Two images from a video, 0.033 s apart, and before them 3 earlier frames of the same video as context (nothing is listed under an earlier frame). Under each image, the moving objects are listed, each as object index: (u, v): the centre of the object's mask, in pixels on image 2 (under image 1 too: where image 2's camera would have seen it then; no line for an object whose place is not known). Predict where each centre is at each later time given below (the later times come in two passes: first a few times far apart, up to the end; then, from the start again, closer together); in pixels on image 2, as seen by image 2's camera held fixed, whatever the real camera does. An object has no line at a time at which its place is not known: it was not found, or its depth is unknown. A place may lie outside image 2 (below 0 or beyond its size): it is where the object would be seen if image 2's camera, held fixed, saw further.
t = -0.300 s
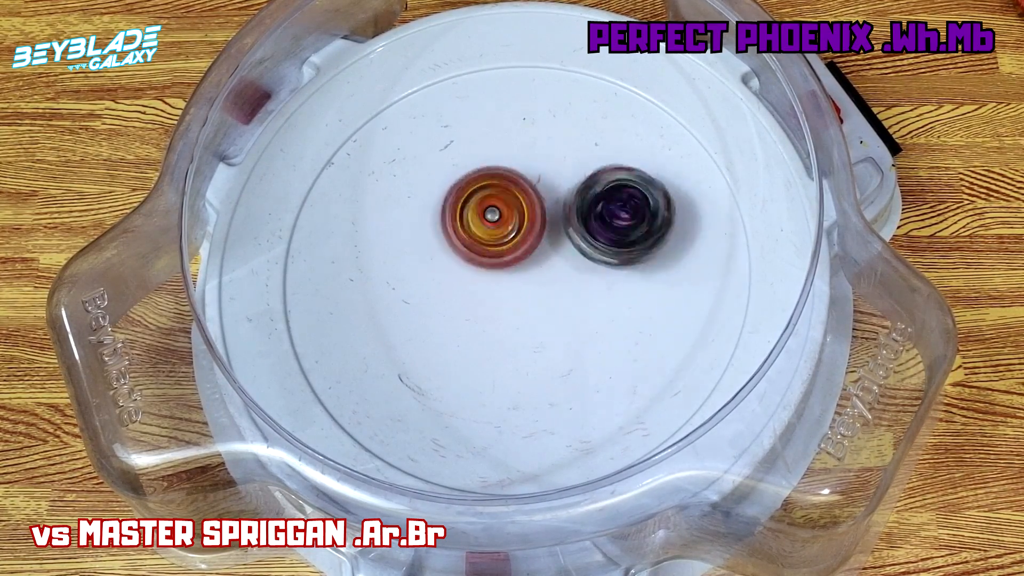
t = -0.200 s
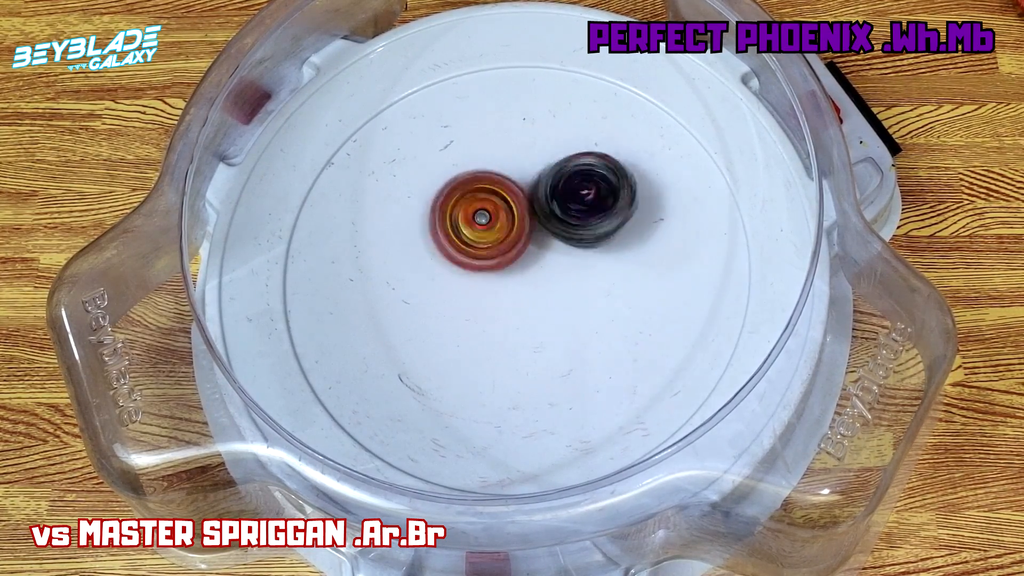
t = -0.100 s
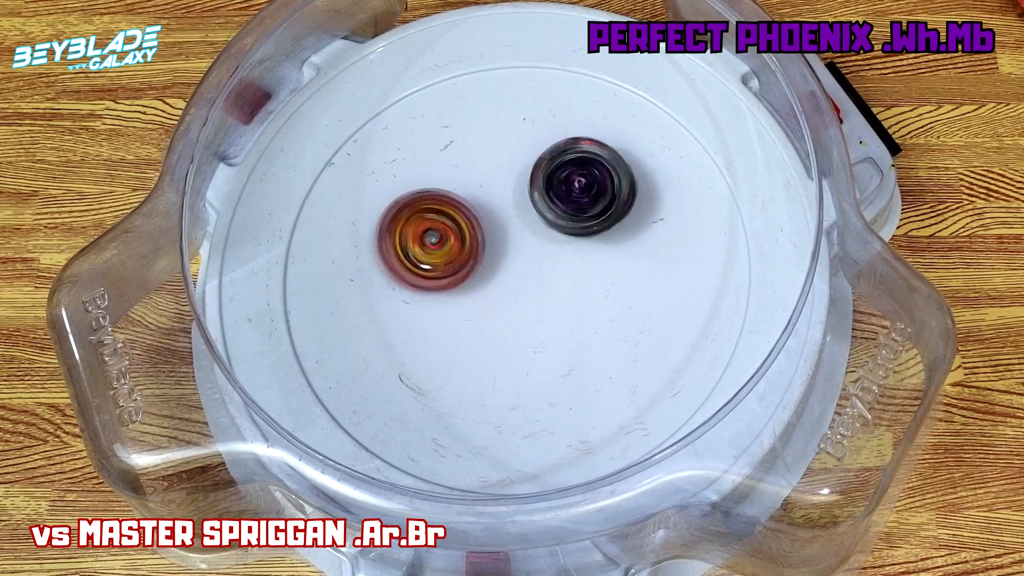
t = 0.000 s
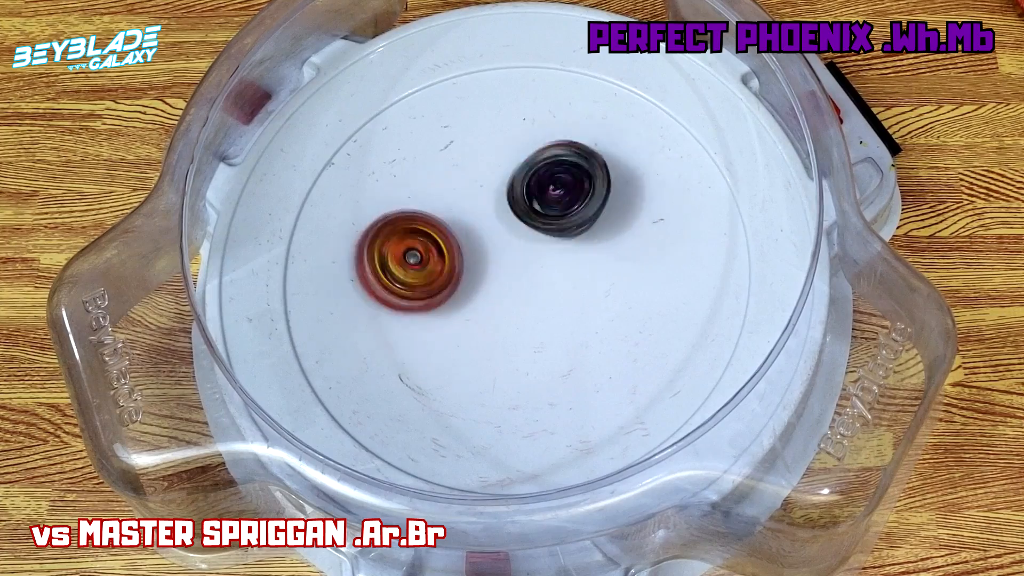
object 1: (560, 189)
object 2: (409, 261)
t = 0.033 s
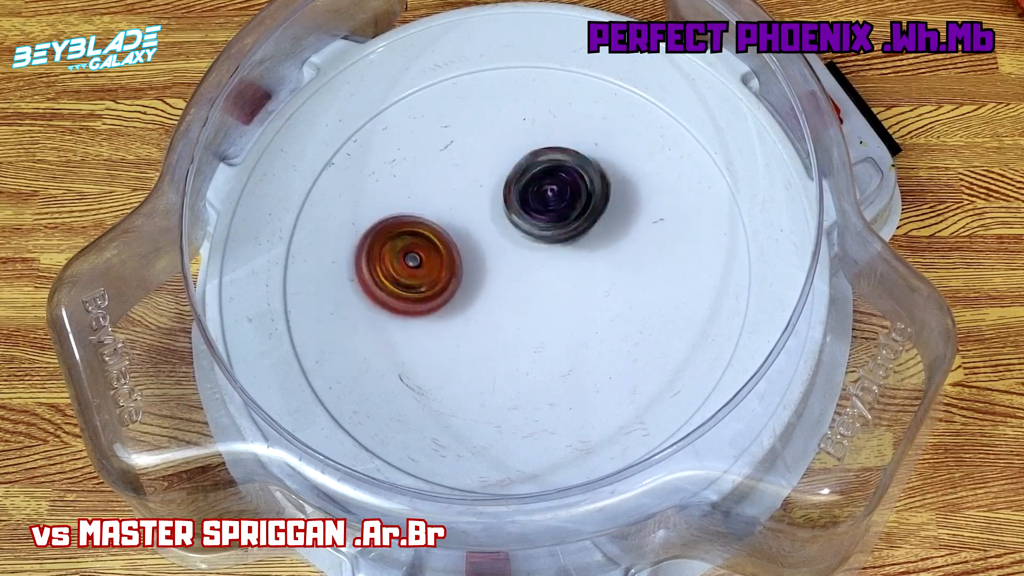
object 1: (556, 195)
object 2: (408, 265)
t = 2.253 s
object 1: (435, 282)
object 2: (534, 271)
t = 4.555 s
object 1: (441, 271)
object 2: (544, 284)
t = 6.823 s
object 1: (488, 338)
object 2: (558, 281)
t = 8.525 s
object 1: (488, 339)
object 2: (558, 281)
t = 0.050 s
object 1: (553, 198)
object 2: (408, 267)
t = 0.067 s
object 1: (550, 202)
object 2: (408, 269)
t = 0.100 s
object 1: (541, 209)
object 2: (409, 273)
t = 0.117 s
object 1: (540, 212)
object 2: (410, 275)
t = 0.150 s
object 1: (535, 223)
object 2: (412, 278)
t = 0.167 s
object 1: (529, 229)
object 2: (414, 280)
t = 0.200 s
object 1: (526, 236)
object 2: (417, 283)
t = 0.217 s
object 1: (525, 241)
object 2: (420, 285)
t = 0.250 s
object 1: (520, 252)
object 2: (425, 288)
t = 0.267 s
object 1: (521, 256)
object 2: (426, 289)
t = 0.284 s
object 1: (525, 260)
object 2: (424, 290)
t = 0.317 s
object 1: (528, 269)
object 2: (426, 291)
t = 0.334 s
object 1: (532, 270)
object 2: (427, 291)
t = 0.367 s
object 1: (542, 272)
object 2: (430, 291)
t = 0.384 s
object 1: (548, 273)
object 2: (434, 291)
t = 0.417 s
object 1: (556, 278)
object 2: (442, 292)
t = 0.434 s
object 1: (558, 281)
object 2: (447, 292)
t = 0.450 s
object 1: (561, 281)
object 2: (451, 293)
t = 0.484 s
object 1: (569, 278)
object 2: (462, 295)
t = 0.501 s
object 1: (574, 277)
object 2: (468, 295)
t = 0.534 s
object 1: (581, 280)
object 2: (479, 298)
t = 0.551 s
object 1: (584, 280)
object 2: (481, 299)
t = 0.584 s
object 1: (591, 279)
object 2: (487, 301)
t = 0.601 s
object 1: (593, 281)
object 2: (490, 301)
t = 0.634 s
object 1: (597, 278)
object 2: (494, 300)
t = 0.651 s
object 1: (600, 276)
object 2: (496, 300)
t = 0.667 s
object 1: (603, 276)
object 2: (498, 300)
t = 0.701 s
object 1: (606, 274)
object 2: (502, 300)
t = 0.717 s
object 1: (611, 271)
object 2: (502, 299)
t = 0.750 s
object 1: (620, 265)
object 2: (502, 298)
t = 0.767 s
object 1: (622, 261)
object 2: (503, 298)
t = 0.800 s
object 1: (626, 253)
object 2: (504, 298)
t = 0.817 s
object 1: (628, 250)
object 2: (505, 297)
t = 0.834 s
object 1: (630, 247)
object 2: (506, 297)
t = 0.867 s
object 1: (627, 242)
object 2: (509, 295)
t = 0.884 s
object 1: (624, 238)
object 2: (511, 294)
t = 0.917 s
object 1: (621, 232)
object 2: (514, 292)
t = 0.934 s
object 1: (621, 229)
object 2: (516, 290)
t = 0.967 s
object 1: (615, 224)
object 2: (520, 287)
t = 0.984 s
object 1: (609, 222)
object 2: (521, 285)
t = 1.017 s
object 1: (602, 217)
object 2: (522, 283)
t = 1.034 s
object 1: (602, 213)
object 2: (522, 284)
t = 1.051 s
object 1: (600, 211)
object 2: (520, 286)
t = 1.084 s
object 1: (594, 207)
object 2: (521, 288)
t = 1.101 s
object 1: (589, 205)
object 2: (520, 288)
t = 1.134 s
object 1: (579, 202)
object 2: (518, 289)
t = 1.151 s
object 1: (575, 200)
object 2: (518, 290)
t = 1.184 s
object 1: (567, 194)
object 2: (518, 291)
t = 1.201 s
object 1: (563, 193)
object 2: (517, 292)
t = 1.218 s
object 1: (558, 192)
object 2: (518, 292)
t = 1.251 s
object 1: (545, 192)
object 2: (518, 293)
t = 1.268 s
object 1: (540, 191)
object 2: (517, 293)
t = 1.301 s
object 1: (531, 192)
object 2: (518, 293)
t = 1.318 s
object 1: (526, 194)
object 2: (517, 293)
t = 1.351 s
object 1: (513, 194)
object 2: (518, 297)
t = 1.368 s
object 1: (508, 194)
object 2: (519, 299)
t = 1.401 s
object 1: (501, 197)
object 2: (520, 302)
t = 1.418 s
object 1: (497, 200)
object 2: (521, 302)
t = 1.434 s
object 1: (492, 204)
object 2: (522, 301)
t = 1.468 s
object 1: (479, 205)
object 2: (525, 302)
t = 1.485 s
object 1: (475, 206)
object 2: (526, 303)
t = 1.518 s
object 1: (468, 210)
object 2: (528, 302)
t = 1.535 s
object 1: (463, 212)
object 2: (528, 299)
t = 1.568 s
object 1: (453, 217)
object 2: (526, 298)
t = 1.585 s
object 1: (451, 218)
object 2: (523, 298)
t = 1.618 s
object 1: (450, 224)
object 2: (521, 300)
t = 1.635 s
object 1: (449, 229)
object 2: (521, 301)
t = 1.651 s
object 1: (445, 232)
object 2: (523, 303)
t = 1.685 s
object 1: (438, 235)
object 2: (525, 304)
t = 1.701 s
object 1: (437, 236)
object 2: (526, 303)
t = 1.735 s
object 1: (433, 241)
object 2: (524, 302)
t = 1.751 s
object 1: (431, 243)
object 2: (522, 303)
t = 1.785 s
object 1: (430, 247)
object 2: (522, 306)
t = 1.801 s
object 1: (431, 249)
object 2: (524, 307)
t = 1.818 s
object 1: (432, 250)
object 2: (524, 307)
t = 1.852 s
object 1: (433, 255)
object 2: (526, 305)
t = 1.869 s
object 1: (433, 258)
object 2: (526, 305)
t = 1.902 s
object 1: (430, 262)
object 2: (525, 305)
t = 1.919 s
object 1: (427, 263)
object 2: (526, 304)
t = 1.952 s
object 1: (426, 266)
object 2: (529, 302)
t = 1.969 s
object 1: (427, 268)
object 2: (529, 301)
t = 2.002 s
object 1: (430, 272)
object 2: (529, 297)
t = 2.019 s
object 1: (432, 274)
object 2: (531, 296)
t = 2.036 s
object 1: (432, 278)
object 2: (532, 295)
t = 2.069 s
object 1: (429, 284)
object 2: (533, 292)
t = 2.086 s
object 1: (428, 285)
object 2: (532, 291)
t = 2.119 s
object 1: (431, 284)
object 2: (531, 288)
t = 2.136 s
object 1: (433, 284)
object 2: (533, 286)
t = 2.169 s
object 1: (432, 285)
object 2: (535, 282)
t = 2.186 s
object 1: (432, 285)
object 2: (535, 280)
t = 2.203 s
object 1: (433, 283)
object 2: (533, 279)
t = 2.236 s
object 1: (436, 282)
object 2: (533, 273)
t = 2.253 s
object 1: (435, 282)
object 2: (534, 271)
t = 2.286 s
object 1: (433, 281)
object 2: (532, 266)
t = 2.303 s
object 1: (434, 280)
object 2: (532, 264)
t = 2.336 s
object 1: (434, 281)
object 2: (530, 258)
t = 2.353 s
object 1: (433, 282)
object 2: (530, 255)
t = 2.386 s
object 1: (434, 282)
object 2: (527, 250)
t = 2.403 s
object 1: (435, 281)
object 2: (527, 246)
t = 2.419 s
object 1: (437, 279)
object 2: (525, 243)
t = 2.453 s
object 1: (441, 280)
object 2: (525, 235)
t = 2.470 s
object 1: (441, 280)
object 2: (524, 232)
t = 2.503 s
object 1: (444, 277)
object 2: (522, 224)
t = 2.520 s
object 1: (446, 275)
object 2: (521, 221)
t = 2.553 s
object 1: (452, 275)
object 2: (518, 213)
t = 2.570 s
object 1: (455, 276)
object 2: (516, 212)
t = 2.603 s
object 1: (461, 281)
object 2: (515, 206)
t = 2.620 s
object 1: (463, 282)
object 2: (512, 204)
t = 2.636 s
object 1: (464, 283)
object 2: (511, 203)
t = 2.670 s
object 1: (472, 279)
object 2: (507, 199)
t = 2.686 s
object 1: (478, 277)
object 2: (507, 198)
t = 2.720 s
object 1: (489, 283)
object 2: (504, 194)
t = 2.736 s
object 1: (492, 287)
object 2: (502, 194)
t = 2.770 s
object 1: (499, 288)
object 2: (500, 194)
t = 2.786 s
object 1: (504, 286)
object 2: (499, 195)
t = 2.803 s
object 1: (511, 286)
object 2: (499, 196)
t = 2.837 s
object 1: (523, 289)
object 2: (497, 197)
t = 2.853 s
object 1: (527, 289)
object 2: (496, 198)
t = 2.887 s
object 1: (536, 288)
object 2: (495, 200)
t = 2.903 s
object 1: (541, 286)
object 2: (495, 201)
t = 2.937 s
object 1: (551, 280)
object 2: (492, 206)
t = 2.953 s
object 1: (557, 280)
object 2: (492, 208)
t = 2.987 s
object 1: (566, 279)
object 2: (492, 214)
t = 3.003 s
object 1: (568, 279)
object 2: (491, 218)
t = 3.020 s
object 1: (569, 277)
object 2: (491, 221)
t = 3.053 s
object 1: (572, 268)
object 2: (491, 227)
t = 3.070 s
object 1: (577, 264)
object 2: (490, 232)
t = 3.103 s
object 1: (590, 261)
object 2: (491, 240)
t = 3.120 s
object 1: (593, 261)
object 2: (492, 244)
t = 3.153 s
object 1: (595, 256)
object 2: (493, 253)
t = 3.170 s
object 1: (596, 252)
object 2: (492, 258)
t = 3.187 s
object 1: (598, 248)
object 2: (492, 263)
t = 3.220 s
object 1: (601, 243)
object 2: (493, 272)
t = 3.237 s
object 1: (602, 241)
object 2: (494, 275)
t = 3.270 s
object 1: (604, 237)
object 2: (498, 284)
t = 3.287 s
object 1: (602, 236)
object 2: (498, 287)
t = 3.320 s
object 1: (595, 234)
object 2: (499, 295)
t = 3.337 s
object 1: (592, 232)
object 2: (501, 299)
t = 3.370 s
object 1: (588, 227)
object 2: (506, 302)
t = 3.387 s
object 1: (586, 226)
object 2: (509, 305)
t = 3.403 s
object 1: (584, 225)
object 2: (512, 307)
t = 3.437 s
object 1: (576, 225)
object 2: (514, 312)
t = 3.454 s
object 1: (570, 226)
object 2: (515, 314)
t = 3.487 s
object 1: (559, 227)
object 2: (520, 316)
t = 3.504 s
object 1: (554, 228)
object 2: (522, 316)
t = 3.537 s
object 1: (546, 223)
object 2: (527, 320)
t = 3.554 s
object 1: (544, 221)
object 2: (529, 320)
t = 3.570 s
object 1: (543, 220)
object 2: (530, 319)
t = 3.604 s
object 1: (541, 219)
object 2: (535, 318)
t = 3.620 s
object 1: (539, 217)
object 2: (538, 317)
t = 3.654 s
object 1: (536, 215)
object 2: (542, 317)
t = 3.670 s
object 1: (535, 214)
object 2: (545, 317)
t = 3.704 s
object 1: (529, 215)
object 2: (549, 315)
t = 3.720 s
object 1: (524, 214)
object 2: (548, 313)
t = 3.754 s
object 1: (516, 209)
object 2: (550, 308)
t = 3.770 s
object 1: (513, 207)
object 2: (552, 304)
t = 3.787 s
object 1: (511, 205)
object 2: (553, 301)
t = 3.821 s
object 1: (506, 202)
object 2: (555, 295)
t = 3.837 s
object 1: (506, 201)
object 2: (554, 291)
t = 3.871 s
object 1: (505, 201)
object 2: (552, 286)
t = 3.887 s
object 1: (502, 200)
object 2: (552, 284)
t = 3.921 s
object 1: (495, 199)
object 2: (554, 281)
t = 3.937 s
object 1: (492, 198)
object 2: (552, 279)
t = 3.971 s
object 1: (487, 197)
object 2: (550, 276)
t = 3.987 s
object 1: (485, 198)
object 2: (549, 274)
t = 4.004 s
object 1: (483, 199)
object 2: (549, 270)
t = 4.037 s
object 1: (474, 198)
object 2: (552, 267)
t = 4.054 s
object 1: (470, 197)
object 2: (553, 266)
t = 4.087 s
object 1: (466, 198)
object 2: (552, 264)
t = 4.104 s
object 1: (464, 199)
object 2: (550, 264)
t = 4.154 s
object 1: (459, 206)
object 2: (546, 264)
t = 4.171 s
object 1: (456, 209)
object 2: (544, 264)
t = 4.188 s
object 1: (449, 211)
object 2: (543, 263)
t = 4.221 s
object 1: (441, 213)
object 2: (543, 260)
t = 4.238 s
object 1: (440, 214)
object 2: (543, 259)
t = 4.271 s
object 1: (440, 218)
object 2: (544, 260)
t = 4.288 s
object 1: (440, 220)
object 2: (545, 260)
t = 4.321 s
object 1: (442, 226)
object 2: (544, 261)
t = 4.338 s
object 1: (441, 230)
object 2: (545, 261)
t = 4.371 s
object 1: (439, 238)
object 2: (548, 262)
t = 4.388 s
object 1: (438, 243)
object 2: (549, 262)
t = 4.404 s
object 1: (436, 248)
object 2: (548, 262)
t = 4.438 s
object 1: (433, 255)
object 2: (545, 264)
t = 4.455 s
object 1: (433, 257)
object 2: (544, 266)
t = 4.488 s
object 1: (436, 260)
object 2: (541, 272)
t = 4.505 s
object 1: (437, 262)
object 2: (540, 275)
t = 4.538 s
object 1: (442, 268)
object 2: (540, 281)
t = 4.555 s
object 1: (441, 271)
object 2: (544, 284)
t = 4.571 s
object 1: (439, 274)
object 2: (548, 285)
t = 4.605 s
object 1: (438, 279)
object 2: (555, 288)
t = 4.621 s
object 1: (439, 281)
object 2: (558, 289)
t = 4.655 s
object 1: (443, 288)
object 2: (559, 288)
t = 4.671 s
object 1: (445, 291)
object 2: (559, 287)
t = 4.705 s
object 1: (446, 299)
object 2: (561, 287)
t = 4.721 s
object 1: (447, 302)
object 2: (561, 286)
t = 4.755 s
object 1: (450, 305)
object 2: (560, 286)
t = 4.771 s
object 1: (454, 305)
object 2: (561, 285)
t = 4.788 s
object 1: (458, 305)
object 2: (561, 284)
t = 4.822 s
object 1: (468, 304)
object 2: (561, 281)
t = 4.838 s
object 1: (474, 304)
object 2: (562, 279)
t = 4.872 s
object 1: (485, 307)
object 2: (564, 273)
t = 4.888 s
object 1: (485, 308)
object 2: (567, 271)
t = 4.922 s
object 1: (487, 311)
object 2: (571, 266)
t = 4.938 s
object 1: (487, 313)
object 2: (572, 265)
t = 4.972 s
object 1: (486, 316)
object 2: (573, 262)
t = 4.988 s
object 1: (486, 318)
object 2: (574, 261)
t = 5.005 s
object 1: (485, 319)
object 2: (574, 261)
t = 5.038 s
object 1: (482, 322)
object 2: (574, 263)
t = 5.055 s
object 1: (481, 324)
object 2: (574, 265)
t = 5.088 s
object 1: (479, 327)
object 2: (573, 268)
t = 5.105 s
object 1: (480, 328)
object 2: (572, 270)
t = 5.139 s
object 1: (481, 331)
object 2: (572, 275)
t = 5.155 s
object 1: (482, 333)
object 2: (571, 278)
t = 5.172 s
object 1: (483, 334)
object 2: (571, 280)
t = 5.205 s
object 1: (485, 336)
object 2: (569, 284)
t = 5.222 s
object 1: (486, 336)
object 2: (568, 286)
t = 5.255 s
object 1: (485, 337)
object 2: (571, 287)
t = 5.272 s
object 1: (484, 338)
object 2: (572, 287)
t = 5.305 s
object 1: (482, 339)
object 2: (575, 286)
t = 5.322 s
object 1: (481, 339)
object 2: (576, 287)
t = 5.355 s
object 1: (482, 339)
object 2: (577, 287)
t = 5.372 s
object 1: (482, 339)
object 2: (577, 287)
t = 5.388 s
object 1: (483, 338)
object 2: (577, 287)
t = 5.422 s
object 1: (485, 338)
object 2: (576, 287)
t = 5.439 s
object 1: (486, 338)
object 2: (576, 287)
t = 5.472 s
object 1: (489, 339)
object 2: (577, 287)
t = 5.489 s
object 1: (489, 339)
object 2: (577, 287)
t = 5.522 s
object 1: (489, 339)
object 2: (577, 287)
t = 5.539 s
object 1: (488, 339)
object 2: (576, 287)
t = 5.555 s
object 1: (487, 338)
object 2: (576, 287)
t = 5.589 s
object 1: (485, 338)
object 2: (574, 287)
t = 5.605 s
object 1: (485, 338)
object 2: (574, 287)
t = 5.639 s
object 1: (484, 338)
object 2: (574, 287)
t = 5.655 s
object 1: (484, 338)
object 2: (573, 287)
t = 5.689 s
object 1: (484, 338)
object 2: (572, 287)
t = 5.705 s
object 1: (484, 338)
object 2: (572, 287)
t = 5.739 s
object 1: (484, 338)
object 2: (572, 287)
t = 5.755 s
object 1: (485, 338)
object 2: (571, 287)
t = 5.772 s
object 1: (486, 338)
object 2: (571, 287)
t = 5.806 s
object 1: (487, 338)
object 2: (570, 287)
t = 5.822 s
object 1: (489, 339)
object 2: (570, 287)
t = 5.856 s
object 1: (489, 339)
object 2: (570, 287)
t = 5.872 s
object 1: (490, 339)
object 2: (569, 287)
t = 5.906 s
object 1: (489, 339)
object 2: (568, 287)
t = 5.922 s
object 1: (488, 339)
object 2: (568, 287)
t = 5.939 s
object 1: (487, 338)
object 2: (568, 287)
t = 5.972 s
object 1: (486, 338)
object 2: (567, 287)
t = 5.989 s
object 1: (486, 338)
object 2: (567, 286)
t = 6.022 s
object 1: (485, 338)
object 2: (566, 286)
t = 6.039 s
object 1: (485, 338)
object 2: (566, 286)
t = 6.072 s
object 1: (486, 338)
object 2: (566, 286)
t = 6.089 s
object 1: (486, 338)
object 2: (565, 286)
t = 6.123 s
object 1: (488, 339)
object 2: (565, 286)
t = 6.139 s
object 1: (489, 339)
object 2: (565, 286)
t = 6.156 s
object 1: (489, 339)
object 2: (564, 286)
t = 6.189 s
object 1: (489, 339)
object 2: (564, 286)
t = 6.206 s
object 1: (488, 339)
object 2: (564, 285)
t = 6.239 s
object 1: (487, 338)
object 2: (564, 285)
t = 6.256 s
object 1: (486, 338)
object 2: (563, 285)
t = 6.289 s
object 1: (486, 338)
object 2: (563, 285)
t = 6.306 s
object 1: (486, 338)
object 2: (563, 285)
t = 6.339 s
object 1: (486, 338)
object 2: (562, 284)
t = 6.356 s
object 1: (487, 338)
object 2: (562, 284)
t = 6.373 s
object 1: (488, 338)
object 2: (562, 284)
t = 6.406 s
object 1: (489, 339)
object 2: (562, 284)
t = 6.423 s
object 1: (489, 339)
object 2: (561, 284)
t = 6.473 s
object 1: (488, 339)
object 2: (561, 283)
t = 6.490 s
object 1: (487, 339)
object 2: (561, 283)
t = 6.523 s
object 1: (487, 338)
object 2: (560, 283)
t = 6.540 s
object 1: (486, 338)
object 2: (560, 283)
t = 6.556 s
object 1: (486, 338)
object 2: (560, 282)
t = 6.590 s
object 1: (487, 339)
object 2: (560, 282)
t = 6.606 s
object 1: (487, 339)
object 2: (559, 282)
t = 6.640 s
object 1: (489, 339)
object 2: (559, 282)
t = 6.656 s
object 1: (489, 339)
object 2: (559, 282)
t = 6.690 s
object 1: (488, 339)
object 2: (559, 281)
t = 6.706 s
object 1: (488, 339)
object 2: (558, 281)
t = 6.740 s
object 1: (487, 338)
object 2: (558, 281)
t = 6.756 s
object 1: (487, 338)
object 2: (558, 281)
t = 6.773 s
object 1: (487, 338)
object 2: (558, 281)
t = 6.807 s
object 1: (487, 338)
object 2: (558, 281)
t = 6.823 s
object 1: (488, 338)
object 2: (558, 281)
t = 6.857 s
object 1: (488, 339)
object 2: (558, 281)
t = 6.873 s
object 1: (488, 339)
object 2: (558, 281)
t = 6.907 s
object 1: (488, 339)
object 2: (558, 281)
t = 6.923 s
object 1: (487, 339)
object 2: (558, 281)
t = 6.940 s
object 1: (487, 339)
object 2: (558, 281)
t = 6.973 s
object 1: (487, 339)
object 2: (558, 281)
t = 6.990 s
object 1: (488, 339)
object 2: (558, 281)
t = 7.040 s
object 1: (488, 339)
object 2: (558, 281)
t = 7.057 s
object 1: (488, 339)
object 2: (558, 281)
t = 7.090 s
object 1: (488, 339)
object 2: (558, 281)
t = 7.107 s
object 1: (488, 339)
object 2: (558, 281)
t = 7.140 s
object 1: (488, 339)
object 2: (558, 281)
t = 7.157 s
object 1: (488, 339)
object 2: (558, 281)
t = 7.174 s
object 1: (488, 339)
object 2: (558, 281)
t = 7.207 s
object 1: (488, 339)
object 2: (558, 281)
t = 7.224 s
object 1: (488, 339)
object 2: (558, 281)
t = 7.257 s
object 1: (488, 338)
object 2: (558, 281)
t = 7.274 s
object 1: (488, 338)
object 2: (558, 281)
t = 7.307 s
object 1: (488, 339)
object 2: (558, 281)
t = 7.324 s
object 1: (488, 339)
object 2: (558, 281)
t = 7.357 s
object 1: (488, 339)
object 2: (558, 281)
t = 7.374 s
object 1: (488, 339)
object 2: (558, 281)
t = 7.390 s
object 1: (488, 339)
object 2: (558, 281)
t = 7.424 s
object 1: (488, 338)
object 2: (558, 281)
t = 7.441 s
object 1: (488, 339)
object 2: (558, 281)
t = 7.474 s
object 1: (488, 338)
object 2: (558, 281)
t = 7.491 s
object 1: (488, 339)
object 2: (558, 281)
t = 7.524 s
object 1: (488, 339)
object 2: (558, 281)
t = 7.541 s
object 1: (488, 339)
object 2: (558, 281)
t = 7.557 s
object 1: (488, 339)
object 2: (558, 281)
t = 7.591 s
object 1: (488, 339)
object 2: (558, 281)
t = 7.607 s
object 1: (488, 339)
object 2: (558, 281)
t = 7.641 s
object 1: (488, 339)
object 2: (558, 281)
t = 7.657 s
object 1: (488, 339)
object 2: (558, 281)
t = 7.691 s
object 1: (488, 339)
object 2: (558, 281)
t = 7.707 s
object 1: (488, 339)
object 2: (558, 281)
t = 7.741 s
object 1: (488, 339)
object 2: (558, 281)
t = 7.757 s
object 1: (488, 339)
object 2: (558, 281)
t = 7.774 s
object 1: (488, 339)
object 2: (558, 281)
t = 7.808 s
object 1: (488, 339)
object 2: (558, 281)
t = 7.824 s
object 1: (488, 339)
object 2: (558, 281)
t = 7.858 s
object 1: (488, 339)
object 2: (558, 281)
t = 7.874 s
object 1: (488, 339)
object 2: (558, 281)
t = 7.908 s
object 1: (488, 339)
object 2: (558, 281)
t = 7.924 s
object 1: (488, 339)
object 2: (558, 281)
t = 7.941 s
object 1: (488, 339)
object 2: (558, 281)
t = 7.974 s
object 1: (488, 339)
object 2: (558, 281)
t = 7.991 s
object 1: (488, 339)
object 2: (558, 281)
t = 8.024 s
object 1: (488, 339)
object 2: (558, 281)
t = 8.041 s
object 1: (488, 339)
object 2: (558, 281)
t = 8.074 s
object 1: (488, 339)
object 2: (558, 281)
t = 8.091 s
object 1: (488, 339)
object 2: (558, 281)
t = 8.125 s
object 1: (488, 339)
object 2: (558, 281)
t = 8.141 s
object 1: (488, 339)
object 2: (558, 281)
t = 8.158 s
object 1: (488, 339)
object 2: (558, 281)
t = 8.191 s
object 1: (488, 339)
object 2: (558, 281)
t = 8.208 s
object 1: (488, 339)
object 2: (558, 281)
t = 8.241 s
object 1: (488, 339)
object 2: (558, 281)
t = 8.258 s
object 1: (488, 339)
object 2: (558, 281)
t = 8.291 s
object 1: (488, 339)
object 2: (558, 281)
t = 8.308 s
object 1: (488, 339)
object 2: (558, 281)
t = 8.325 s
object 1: (488, 339)
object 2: (558, 281)
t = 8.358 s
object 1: (488, 339)
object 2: (558, 281)
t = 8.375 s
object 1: (488, 339)
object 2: (558, 281)
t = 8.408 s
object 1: (488, 339)
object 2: (558, 281)
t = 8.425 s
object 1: (488, 339)
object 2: (558, 281)
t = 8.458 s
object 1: (488, 339)
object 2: (558, 281)
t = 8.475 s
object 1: (488, 339)
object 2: (558, 281)
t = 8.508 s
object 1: (488, 339)
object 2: (558, 281)
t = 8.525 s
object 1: (488, 339)
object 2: (558, 281)
